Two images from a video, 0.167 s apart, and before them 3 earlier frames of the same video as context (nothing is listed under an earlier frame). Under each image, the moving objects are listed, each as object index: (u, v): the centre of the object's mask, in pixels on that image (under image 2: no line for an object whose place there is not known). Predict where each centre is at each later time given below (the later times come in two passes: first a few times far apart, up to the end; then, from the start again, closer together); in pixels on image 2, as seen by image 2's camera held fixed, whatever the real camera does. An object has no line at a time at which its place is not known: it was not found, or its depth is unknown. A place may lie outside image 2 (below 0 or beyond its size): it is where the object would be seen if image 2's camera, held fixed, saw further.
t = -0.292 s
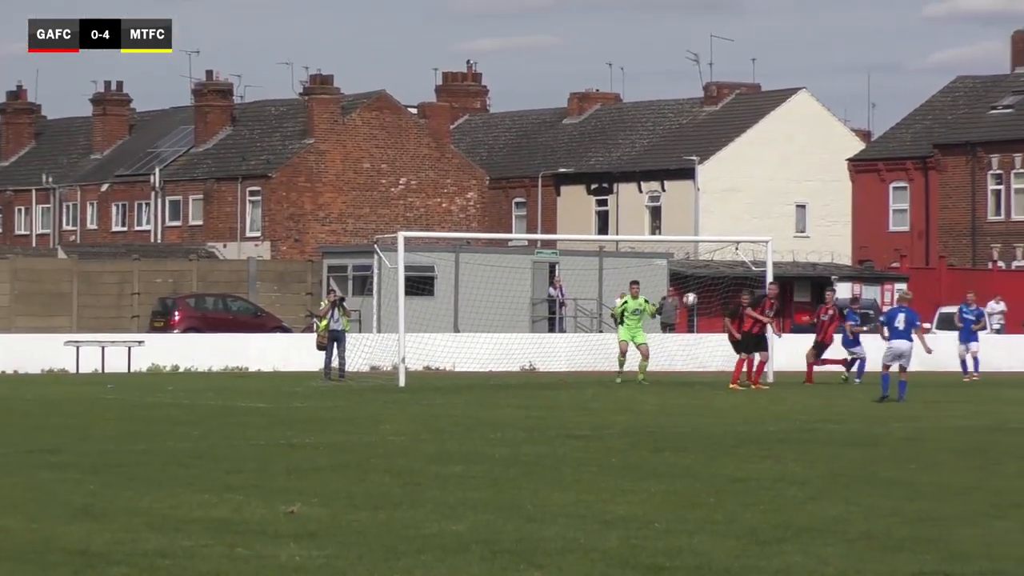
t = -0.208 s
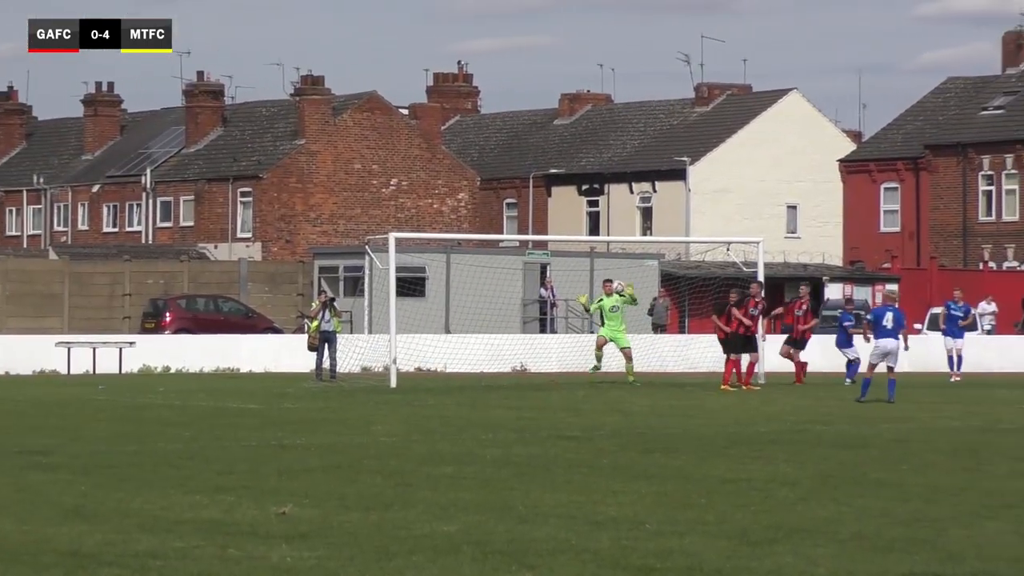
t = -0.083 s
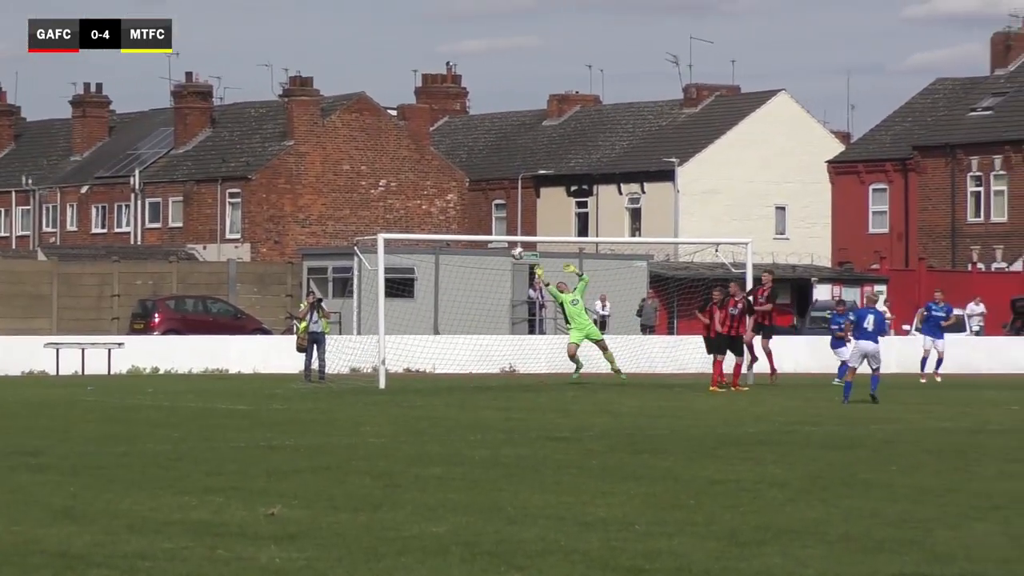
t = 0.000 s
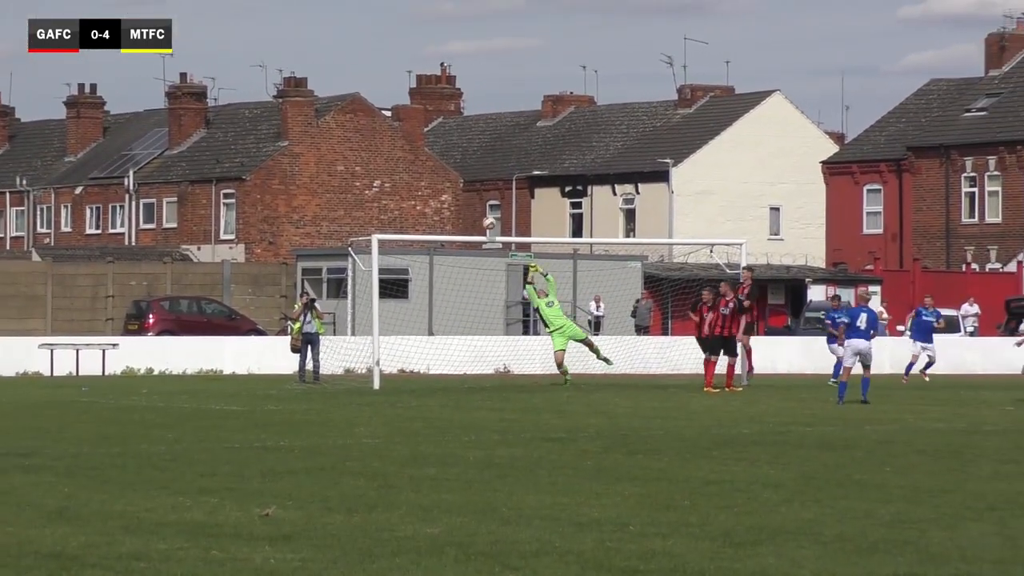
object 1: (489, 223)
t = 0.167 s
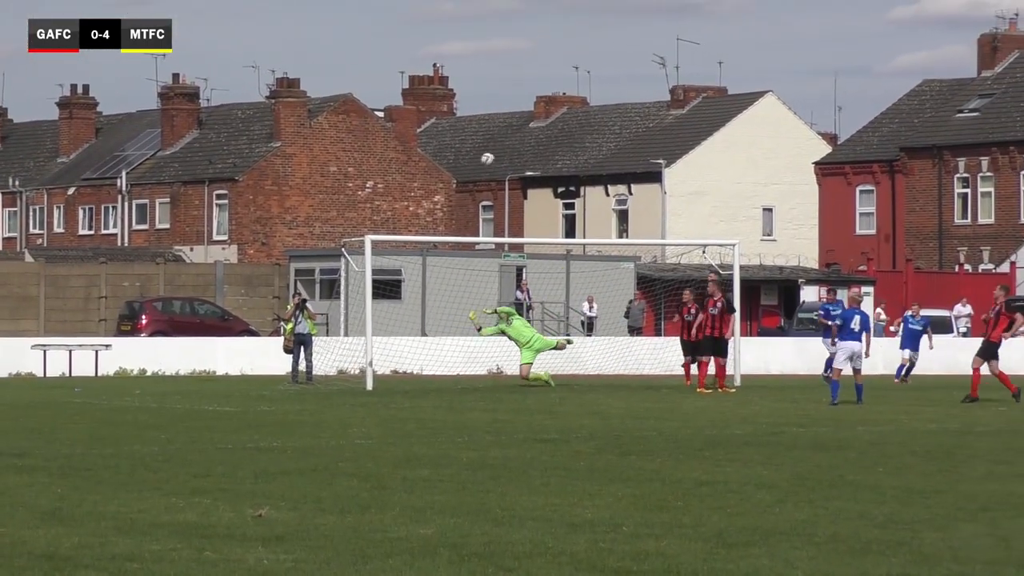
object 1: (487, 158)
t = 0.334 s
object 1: (491, 108)
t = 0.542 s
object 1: (495, 64)
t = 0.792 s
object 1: (499, 46)
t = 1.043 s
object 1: (500, 63)
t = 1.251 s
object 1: (502, 103)
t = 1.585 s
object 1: (503, 222)
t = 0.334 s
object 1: (491, 108)
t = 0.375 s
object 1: (493, 94)
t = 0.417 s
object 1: (493, 85)
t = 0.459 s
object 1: (494, 77)
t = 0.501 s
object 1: (495, 70)
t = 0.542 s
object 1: (495, 64)
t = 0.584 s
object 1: (496, 59)
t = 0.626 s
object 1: (497, 54)
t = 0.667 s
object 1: (497, 51)
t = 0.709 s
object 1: (498, 48)
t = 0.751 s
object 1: (498, 46)
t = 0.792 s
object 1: (499, 46)
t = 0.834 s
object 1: (499, 46)
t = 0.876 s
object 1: (499, 48)
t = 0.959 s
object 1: (500, 54)
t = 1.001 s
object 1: (500, 57)
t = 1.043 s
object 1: (500, 63)
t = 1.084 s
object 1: (500, 69)
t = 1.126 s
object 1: (500, 77)
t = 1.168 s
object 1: (501, 85)
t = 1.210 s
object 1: (501, 93)
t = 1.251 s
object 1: (502, 103)
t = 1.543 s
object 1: (503, 204)
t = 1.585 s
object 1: (503, 222)
